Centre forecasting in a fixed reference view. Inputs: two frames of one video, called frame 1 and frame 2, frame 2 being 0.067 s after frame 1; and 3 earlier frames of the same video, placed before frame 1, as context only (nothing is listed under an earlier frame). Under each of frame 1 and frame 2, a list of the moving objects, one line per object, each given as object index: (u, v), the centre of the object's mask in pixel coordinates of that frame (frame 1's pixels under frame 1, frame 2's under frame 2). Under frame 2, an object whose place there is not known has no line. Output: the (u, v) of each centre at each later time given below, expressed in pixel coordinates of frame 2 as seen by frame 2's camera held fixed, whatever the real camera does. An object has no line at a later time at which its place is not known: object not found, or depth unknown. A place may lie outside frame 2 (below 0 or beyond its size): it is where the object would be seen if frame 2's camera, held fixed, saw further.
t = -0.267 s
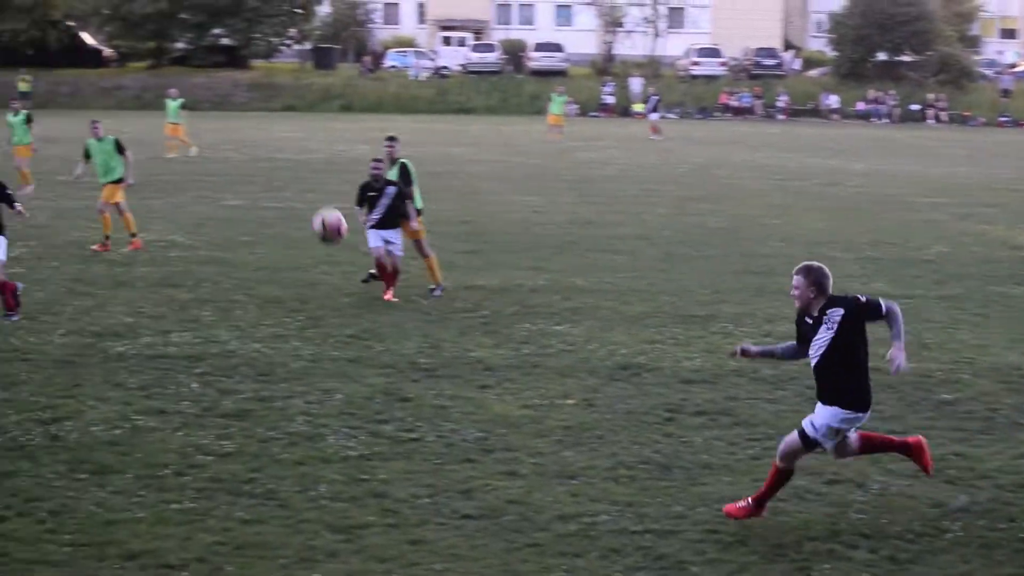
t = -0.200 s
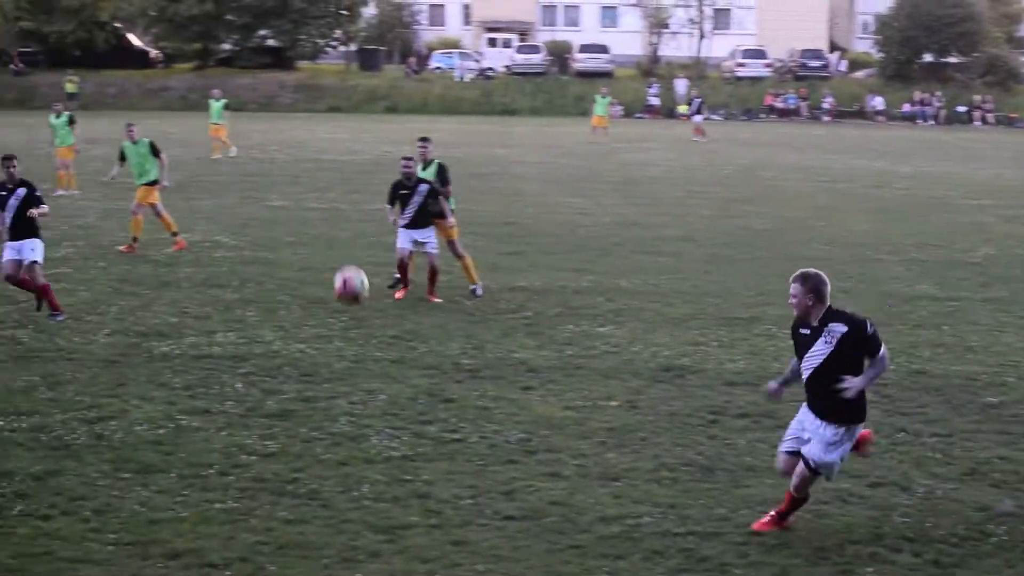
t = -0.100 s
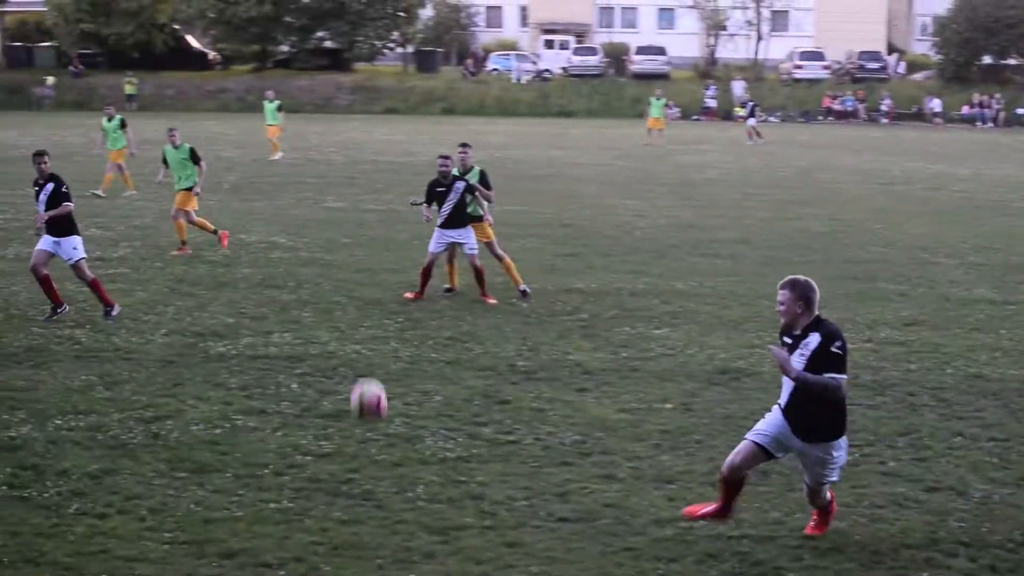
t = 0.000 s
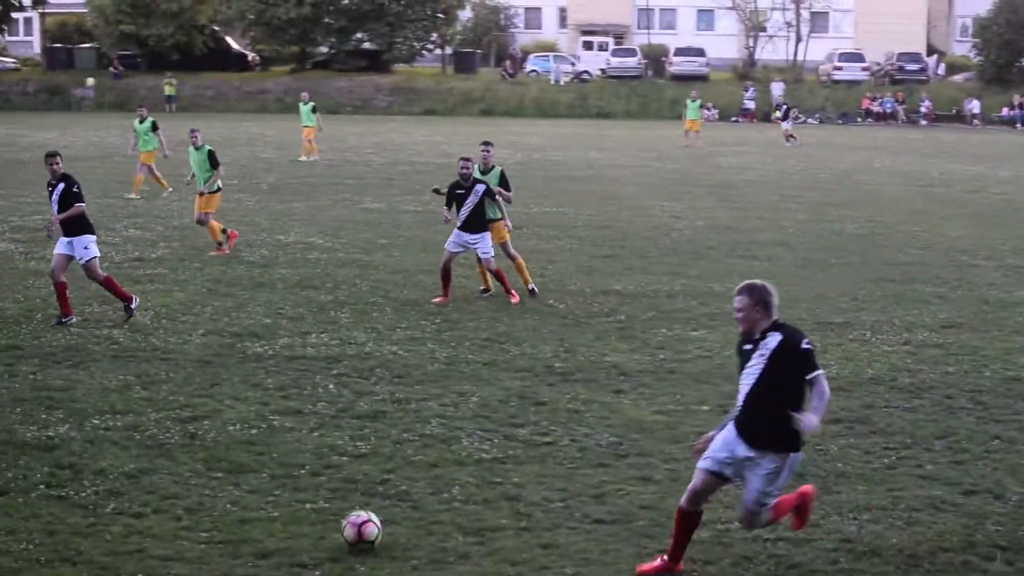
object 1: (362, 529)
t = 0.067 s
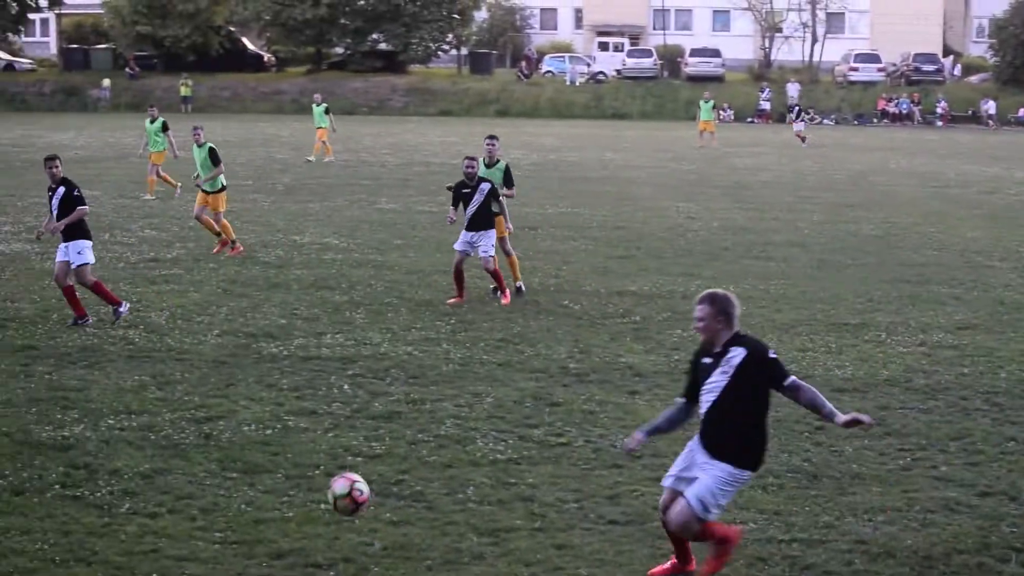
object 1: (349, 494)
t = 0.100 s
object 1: (334, 476)
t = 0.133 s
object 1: (318, 461)
